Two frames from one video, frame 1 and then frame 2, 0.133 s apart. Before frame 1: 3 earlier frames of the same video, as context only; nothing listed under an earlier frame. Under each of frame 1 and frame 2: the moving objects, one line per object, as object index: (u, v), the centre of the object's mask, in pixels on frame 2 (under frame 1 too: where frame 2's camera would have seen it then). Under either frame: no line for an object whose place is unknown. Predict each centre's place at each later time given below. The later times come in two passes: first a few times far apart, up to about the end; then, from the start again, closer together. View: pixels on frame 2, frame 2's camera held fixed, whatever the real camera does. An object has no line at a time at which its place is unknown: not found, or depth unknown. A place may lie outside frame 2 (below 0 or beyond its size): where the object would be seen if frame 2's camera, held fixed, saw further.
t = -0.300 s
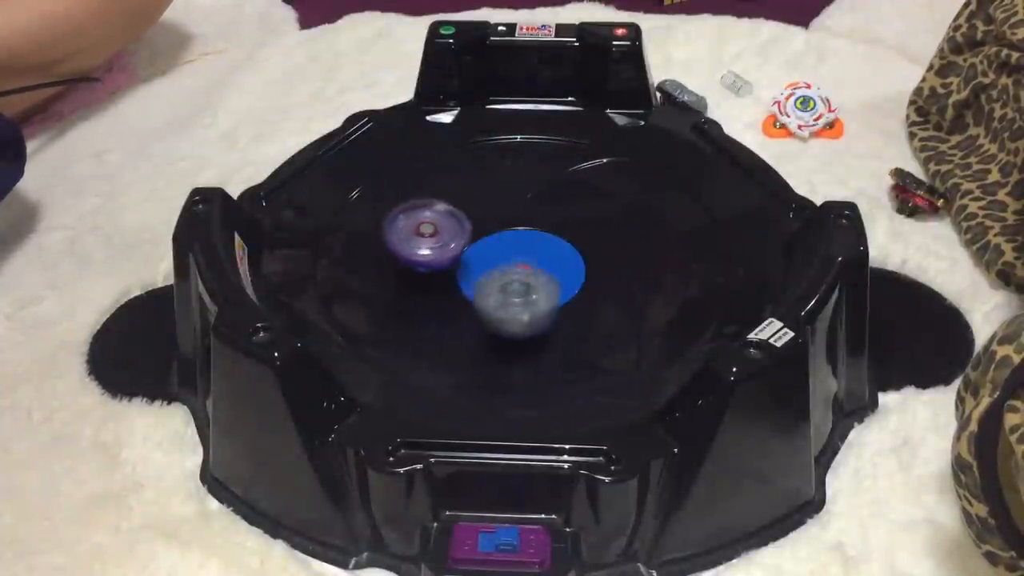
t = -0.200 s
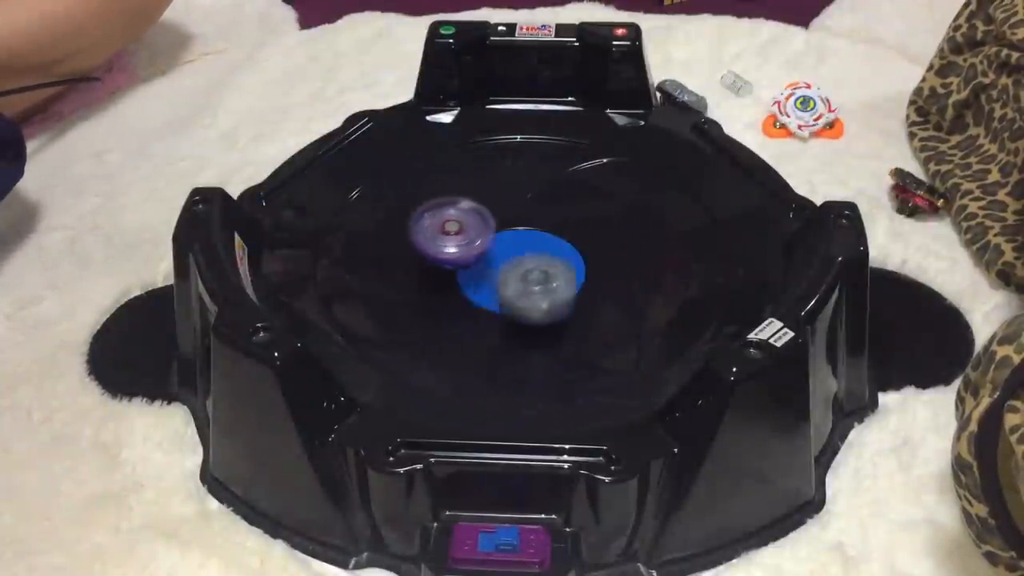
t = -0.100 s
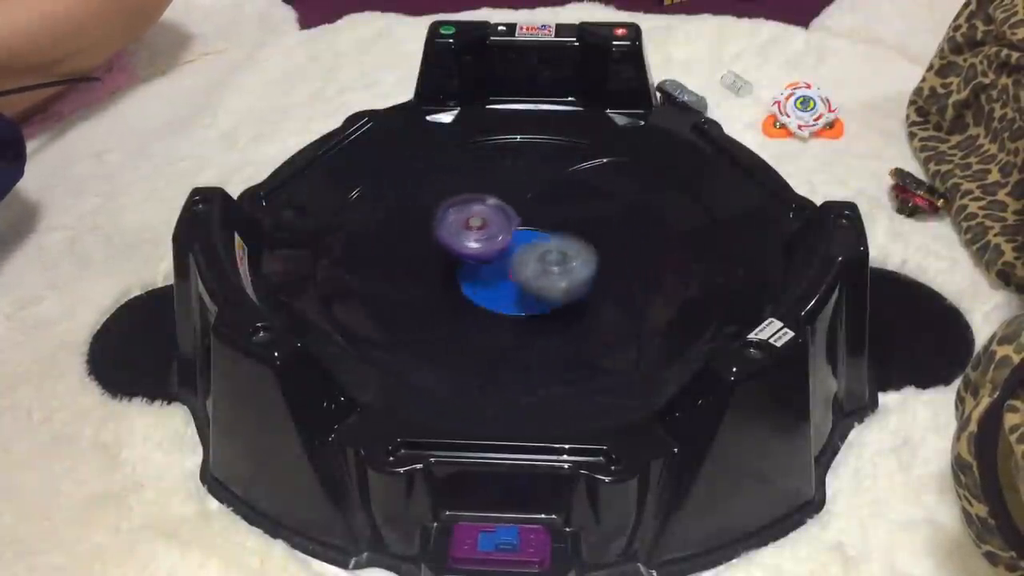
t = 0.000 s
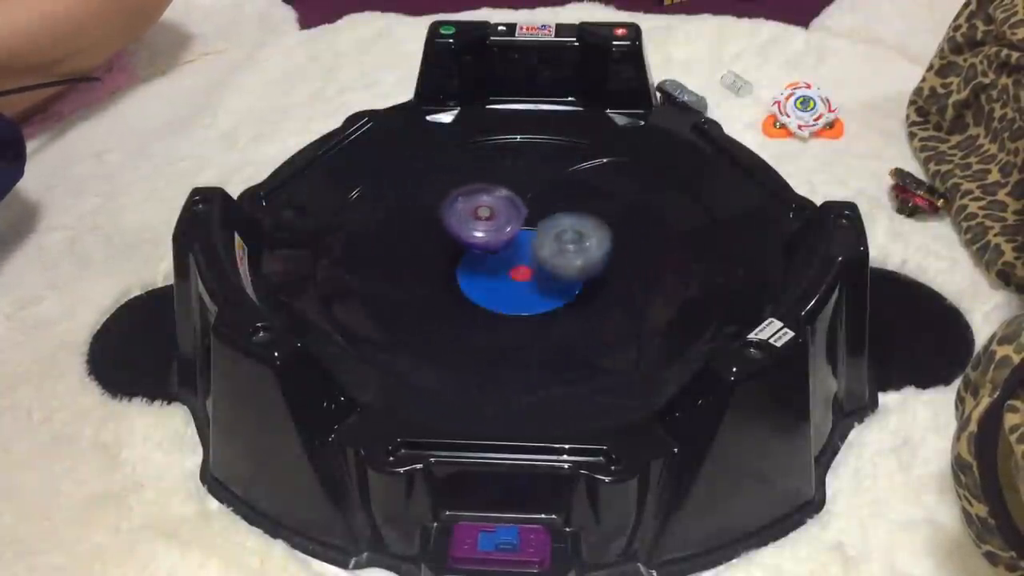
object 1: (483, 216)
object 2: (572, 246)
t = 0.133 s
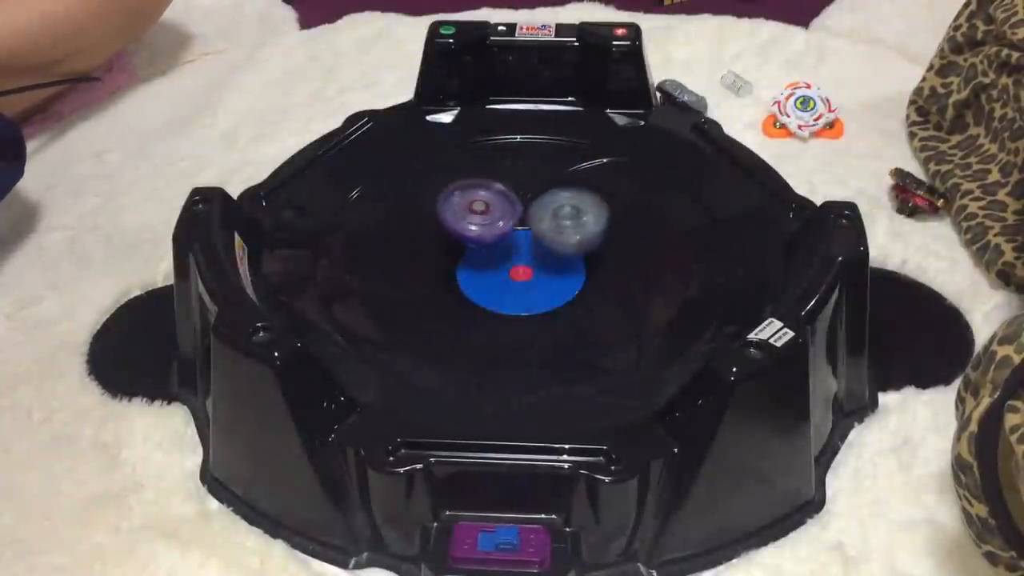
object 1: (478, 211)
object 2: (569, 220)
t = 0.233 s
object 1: (463, 212)
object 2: (581, 216)
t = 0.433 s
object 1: (454, 216)
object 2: (614, 215)
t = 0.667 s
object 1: (474, 223)
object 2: (598, 222)
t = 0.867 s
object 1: (478, 225)
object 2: (613, 246)
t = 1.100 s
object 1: (478, 227)
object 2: (681, 253)
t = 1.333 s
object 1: (488, 230)
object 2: (643, 242)
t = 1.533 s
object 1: (481, 228)
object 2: (593, 266)
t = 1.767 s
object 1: (435, 211)
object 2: (631, 325)
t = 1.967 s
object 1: (430, 201)
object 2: (633, 319)
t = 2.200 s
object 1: (439, 197)
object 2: (630, 317)
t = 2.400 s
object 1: (460, 199)
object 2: (584, 301)
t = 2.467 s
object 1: (469, 201)
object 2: (563, 292)
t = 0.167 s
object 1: (475, 210)
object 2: (569, 218)
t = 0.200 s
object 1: (468, 211)
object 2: (576, 217)
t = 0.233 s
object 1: (463, 212)
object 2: (581, 216)
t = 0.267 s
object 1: (458, 213)
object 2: (588, 217)
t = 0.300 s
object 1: (455, 213)
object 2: (595, 217)
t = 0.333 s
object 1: (453, 214)
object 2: (602, 217)
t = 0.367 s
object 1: (453, 214)
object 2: (608, 216)
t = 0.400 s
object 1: (453, 215)
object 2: (611, 216)
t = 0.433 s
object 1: (454, 216)
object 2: (614, 215)
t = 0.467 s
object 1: (455, 217)
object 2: (615, 215)
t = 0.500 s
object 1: (457, 217)
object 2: (615, 215)
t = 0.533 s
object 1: (458, 218)
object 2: (613, 215)
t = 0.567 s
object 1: (461, 218)
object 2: (610, 216)
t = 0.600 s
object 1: (465, 220)
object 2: (607, 217)
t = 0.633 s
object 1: (470, 223)
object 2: (603, 220)
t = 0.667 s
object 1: (474, 223)
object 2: (598, 222)
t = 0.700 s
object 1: (480, 225)
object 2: (593, 226)
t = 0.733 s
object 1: (486, 225)
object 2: (589, 229)
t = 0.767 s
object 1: (492, 227)
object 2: (584, 233)
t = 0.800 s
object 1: (486, 226)
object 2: (591, 236)
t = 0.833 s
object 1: (481, 225)
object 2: (602, 242)
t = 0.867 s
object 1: (478, 225)
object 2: (613, 246)
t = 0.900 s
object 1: (477, 225)
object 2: (626, 250)
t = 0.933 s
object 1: (477, 225)
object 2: (639, 252)
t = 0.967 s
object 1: (477, 225)
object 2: (650, 253)
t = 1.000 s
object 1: (477, 226)
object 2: (660, 253)
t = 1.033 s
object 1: (477, 226)
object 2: (668, 253)
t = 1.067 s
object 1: (478, 226)
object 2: (676, 252)
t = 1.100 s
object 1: (478, 227)
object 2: (681, 253)
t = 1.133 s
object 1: (479, 227)
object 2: (684, 252)
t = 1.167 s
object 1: (481, 227)
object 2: (683, 247)
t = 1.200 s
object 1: (482, 228)
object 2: (680, 242)
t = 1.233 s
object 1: (483, 228)
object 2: (674, 241)
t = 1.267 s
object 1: (484, 229)
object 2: (666, 241)
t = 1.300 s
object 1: (486, 230)
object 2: (655, 241)
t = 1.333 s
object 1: (488, 230)
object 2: (643, 242)
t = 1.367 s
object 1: (490, 231)
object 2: (630, 243)
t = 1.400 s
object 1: (492, 232)
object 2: (617, 246)
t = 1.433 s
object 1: (495, 233)
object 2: (604, 249)
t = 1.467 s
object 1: (497, 234)
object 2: (592, 253)
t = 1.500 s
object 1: (498, 234)
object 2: (581, 258)
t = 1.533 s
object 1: (481, 228)
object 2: (593, 266)
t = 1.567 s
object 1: (466, 222)
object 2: (605, 275)
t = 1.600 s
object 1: (456, 218)
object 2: (616, 285)
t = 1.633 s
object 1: (451, 216)
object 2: (627, 297)
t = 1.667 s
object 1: (445, 214)
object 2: (632, 309)
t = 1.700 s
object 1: (441, 214)
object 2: (629, 319)
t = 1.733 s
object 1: (439, 213)
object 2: (629, 324)
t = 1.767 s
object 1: (435, 211)
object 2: (631, 325)
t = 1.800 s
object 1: (434, 209)
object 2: (627, 325)
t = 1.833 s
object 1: (432, 207)
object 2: (629, 324)
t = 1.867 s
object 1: (431, 205)
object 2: (629, 321)
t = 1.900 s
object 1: (430, 203)
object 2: (628, 318)
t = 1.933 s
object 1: (430, 202)
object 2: (631, 319)
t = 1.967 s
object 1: (430, 201)
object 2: (633, 319)
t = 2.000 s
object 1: (430, 200)
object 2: (630, 319)
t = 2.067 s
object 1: (432, 199)
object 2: (629, 319)
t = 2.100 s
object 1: (433, 199)
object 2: (631, 321)
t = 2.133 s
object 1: (435, 198)
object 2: (631, 321)
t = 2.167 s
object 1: (437, 197)
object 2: (632, 320)
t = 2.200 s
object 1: (439, 197)
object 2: (630, 317)
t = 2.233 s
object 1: (442, 197)
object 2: (628, 315)
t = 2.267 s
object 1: (445, 197)
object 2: (622, 313)
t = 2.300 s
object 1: (449, 197)
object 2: (615, 310)
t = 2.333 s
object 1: (453, 197)
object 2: (604, 308)
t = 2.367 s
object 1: (456, 198)
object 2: (593, 305)
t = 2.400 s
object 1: (460, 199)
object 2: (584, 301)
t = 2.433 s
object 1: (465, 200)
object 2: (573, 297)
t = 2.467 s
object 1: (469, 201)
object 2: (563, 292)
